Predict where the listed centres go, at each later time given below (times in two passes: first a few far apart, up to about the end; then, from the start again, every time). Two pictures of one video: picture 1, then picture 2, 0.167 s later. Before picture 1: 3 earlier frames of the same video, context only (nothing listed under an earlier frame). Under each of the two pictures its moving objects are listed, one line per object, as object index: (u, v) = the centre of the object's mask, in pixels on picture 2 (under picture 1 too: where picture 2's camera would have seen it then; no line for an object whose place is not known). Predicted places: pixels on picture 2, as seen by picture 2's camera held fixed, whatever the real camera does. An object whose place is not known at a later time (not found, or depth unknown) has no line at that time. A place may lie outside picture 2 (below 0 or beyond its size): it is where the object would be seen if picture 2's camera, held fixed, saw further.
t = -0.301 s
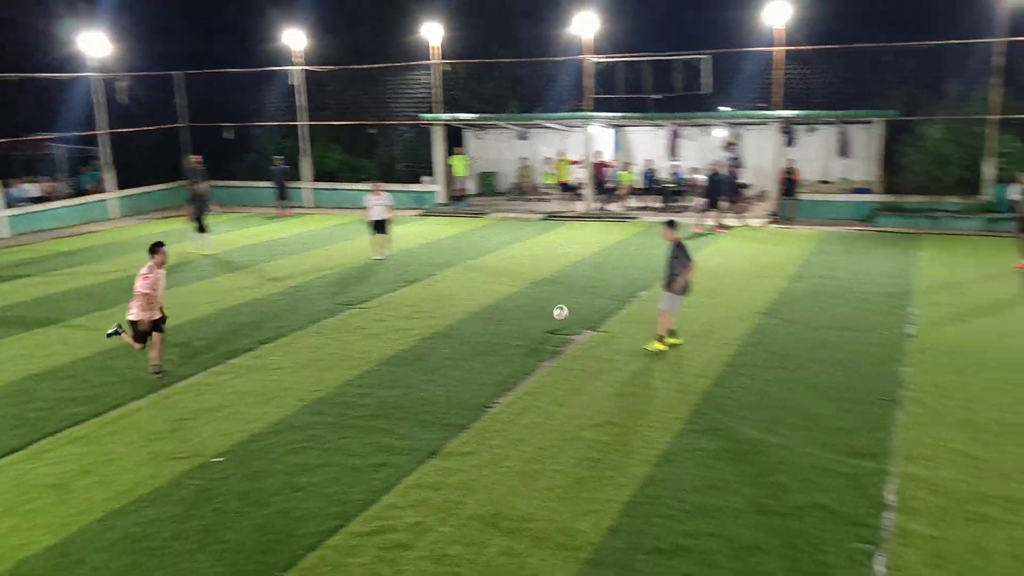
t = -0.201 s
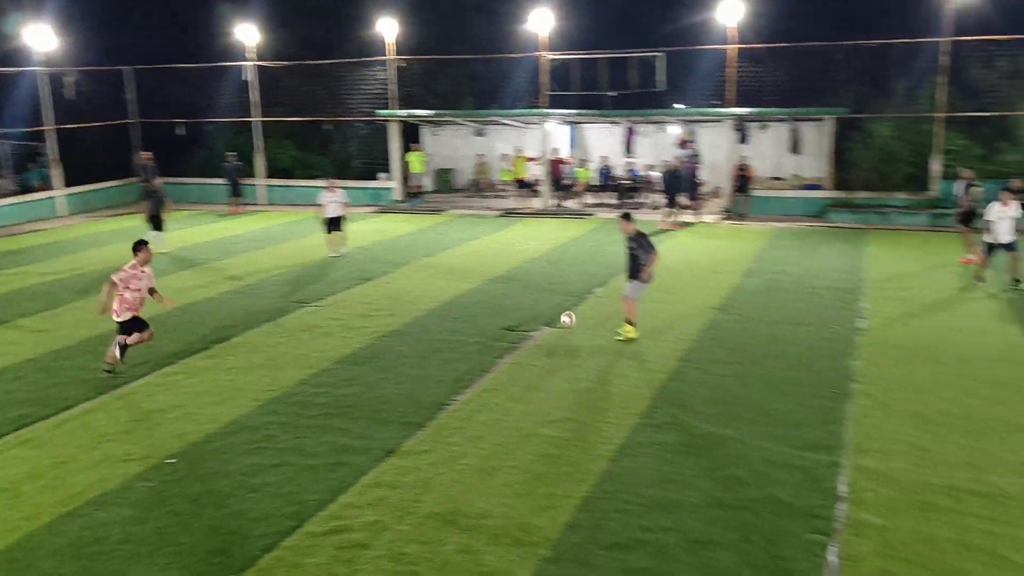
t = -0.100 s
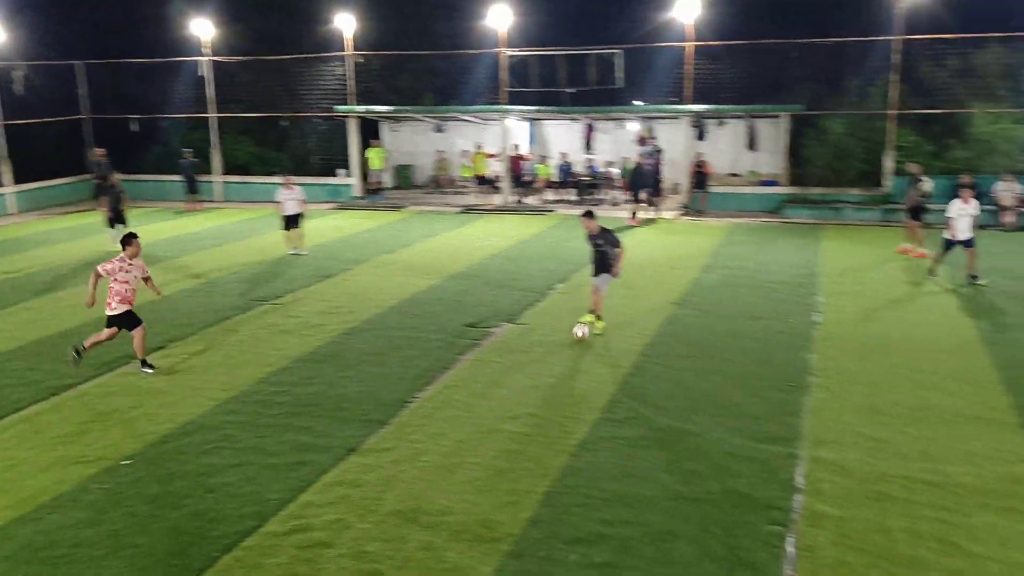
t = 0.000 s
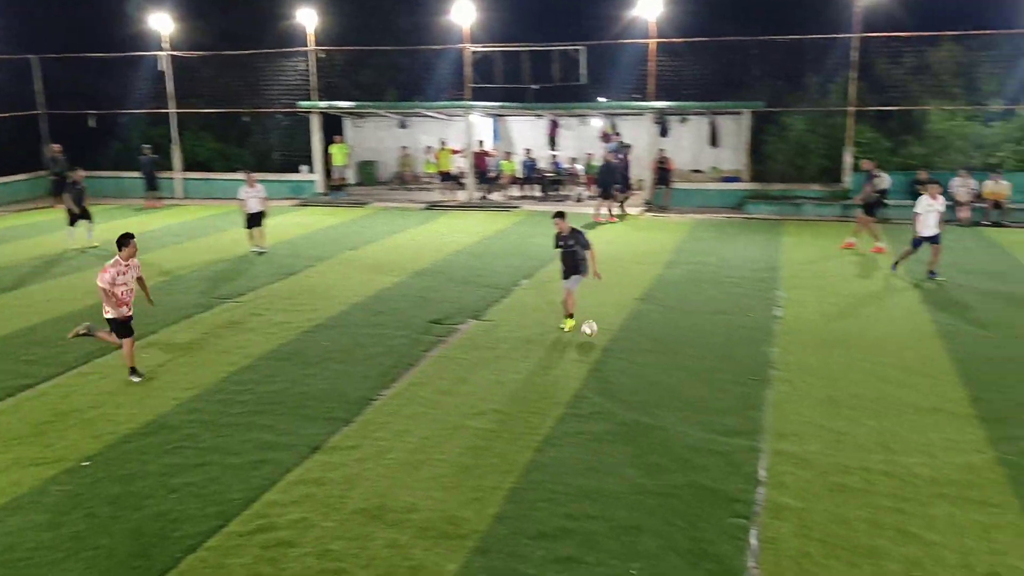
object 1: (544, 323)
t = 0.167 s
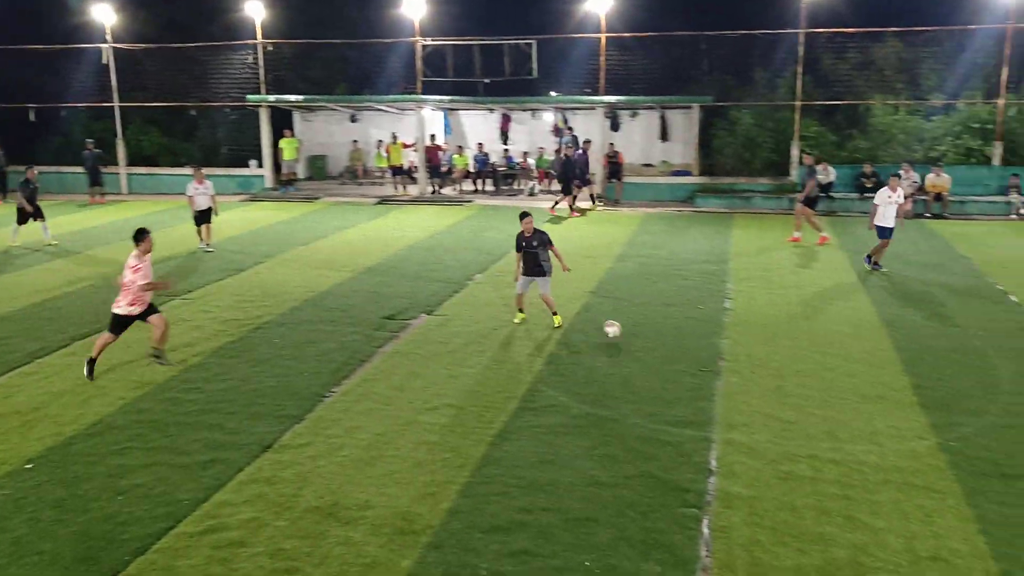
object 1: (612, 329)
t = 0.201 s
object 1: (627, 334)
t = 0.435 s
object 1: (729, 343)
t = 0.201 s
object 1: (627, 334)
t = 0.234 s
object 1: (640, 335)
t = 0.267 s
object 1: (655, 334)
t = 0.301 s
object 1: (670, 335)
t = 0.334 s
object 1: (684, 336)
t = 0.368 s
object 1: (699, 339)
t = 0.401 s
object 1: (714, 342)
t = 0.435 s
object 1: (729, 343)
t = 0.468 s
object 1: (743, 341)
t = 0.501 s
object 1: (757, 337)
